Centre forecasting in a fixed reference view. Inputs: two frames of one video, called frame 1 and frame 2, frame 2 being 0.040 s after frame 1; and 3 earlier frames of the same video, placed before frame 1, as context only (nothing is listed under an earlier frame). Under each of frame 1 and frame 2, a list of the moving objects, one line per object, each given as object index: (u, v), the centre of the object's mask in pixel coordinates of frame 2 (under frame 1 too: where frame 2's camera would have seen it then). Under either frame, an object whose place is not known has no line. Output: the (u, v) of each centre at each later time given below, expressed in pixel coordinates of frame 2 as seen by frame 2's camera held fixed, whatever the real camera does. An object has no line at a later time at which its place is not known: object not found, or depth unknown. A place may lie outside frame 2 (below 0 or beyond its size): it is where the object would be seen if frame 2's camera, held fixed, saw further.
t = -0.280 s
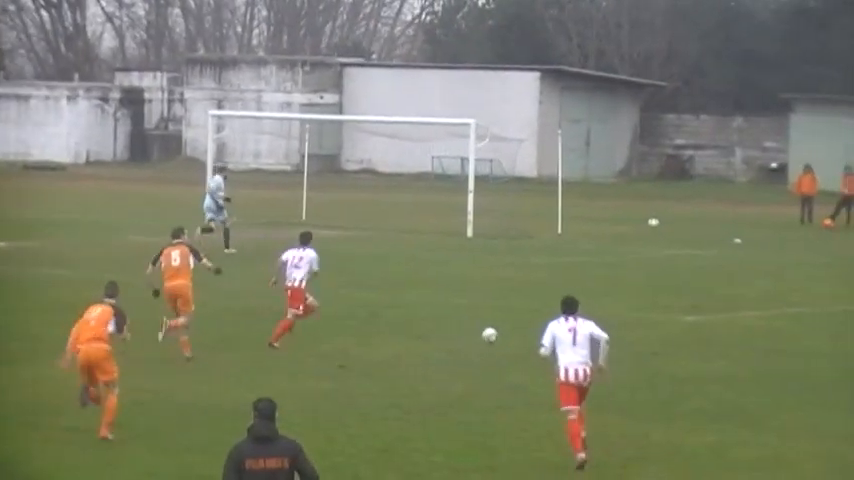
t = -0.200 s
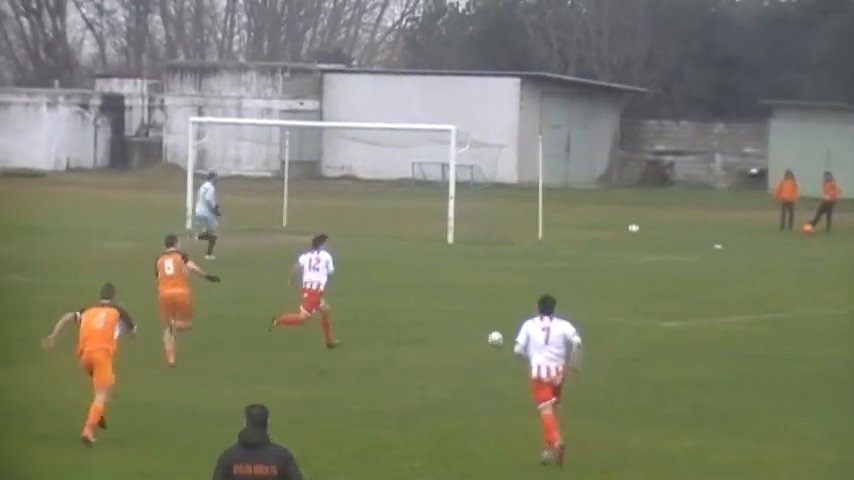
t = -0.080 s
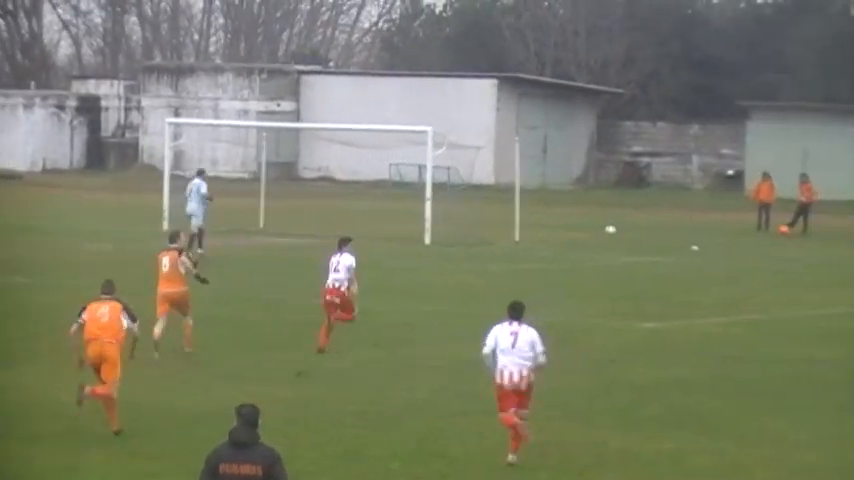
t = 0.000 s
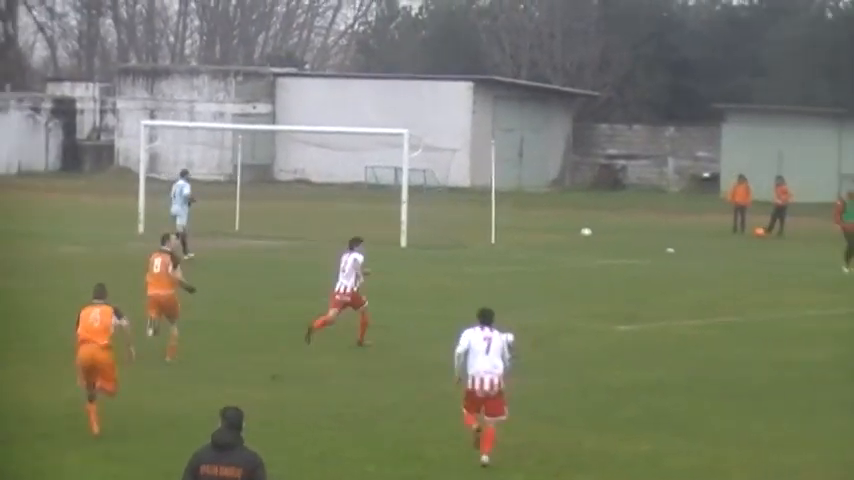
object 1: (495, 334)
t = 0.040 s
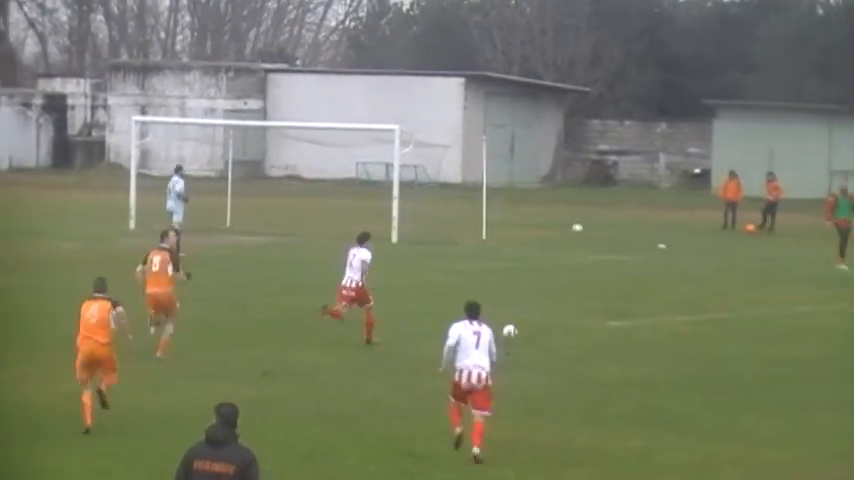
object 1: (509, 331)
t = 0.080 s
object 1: (521, 328)
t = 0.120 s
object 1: (533, 328)
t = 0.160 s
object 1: (543, 328)
